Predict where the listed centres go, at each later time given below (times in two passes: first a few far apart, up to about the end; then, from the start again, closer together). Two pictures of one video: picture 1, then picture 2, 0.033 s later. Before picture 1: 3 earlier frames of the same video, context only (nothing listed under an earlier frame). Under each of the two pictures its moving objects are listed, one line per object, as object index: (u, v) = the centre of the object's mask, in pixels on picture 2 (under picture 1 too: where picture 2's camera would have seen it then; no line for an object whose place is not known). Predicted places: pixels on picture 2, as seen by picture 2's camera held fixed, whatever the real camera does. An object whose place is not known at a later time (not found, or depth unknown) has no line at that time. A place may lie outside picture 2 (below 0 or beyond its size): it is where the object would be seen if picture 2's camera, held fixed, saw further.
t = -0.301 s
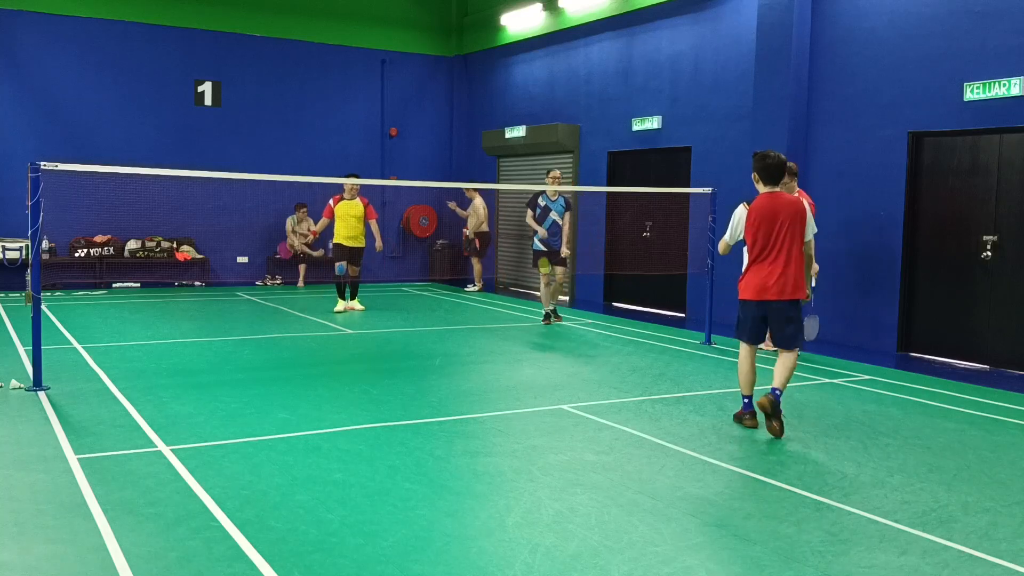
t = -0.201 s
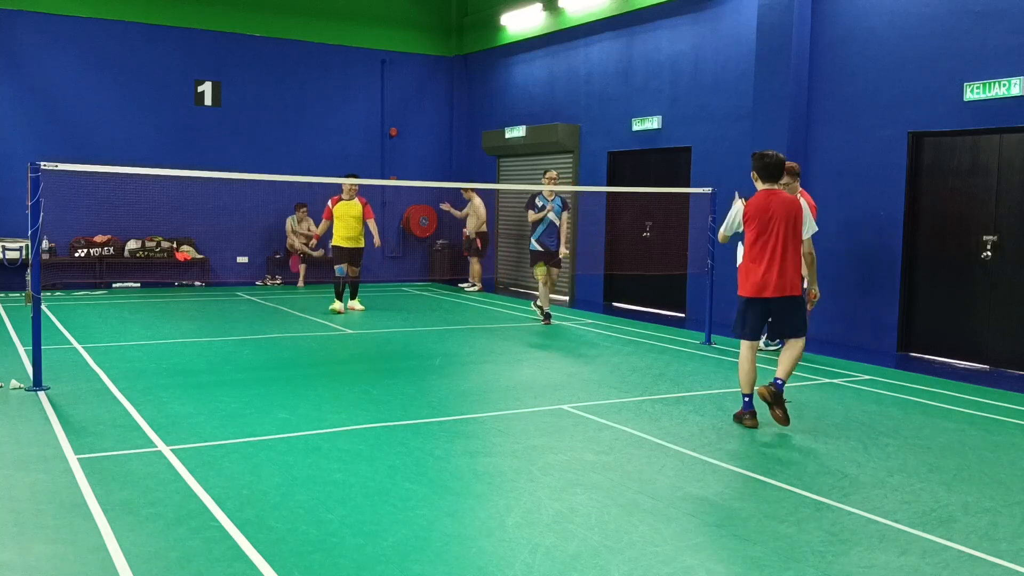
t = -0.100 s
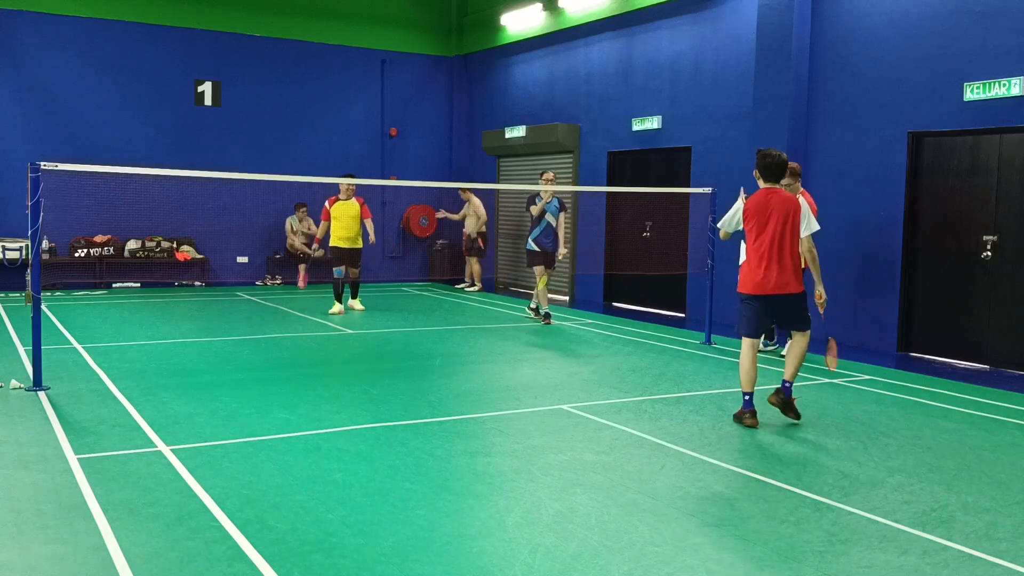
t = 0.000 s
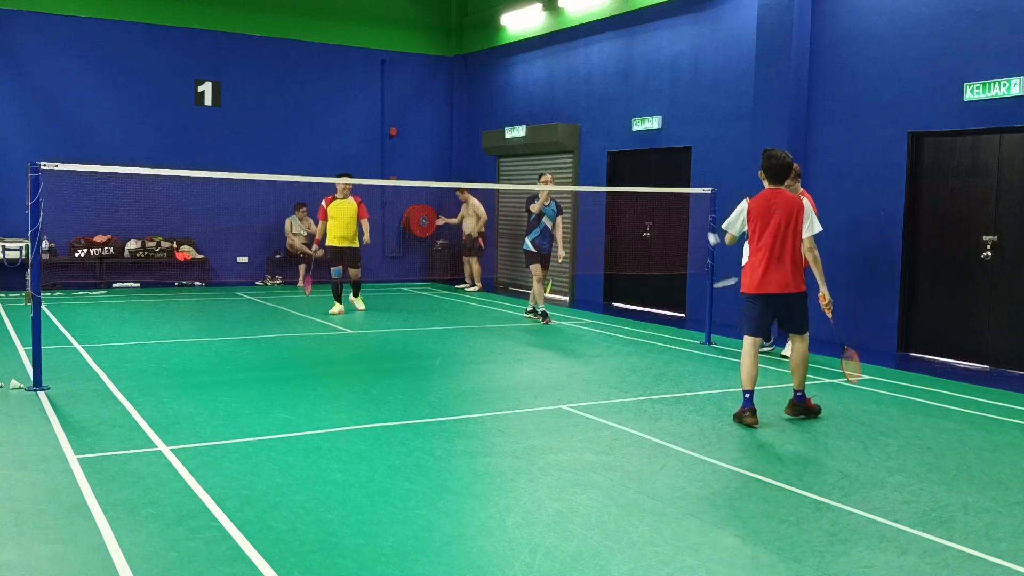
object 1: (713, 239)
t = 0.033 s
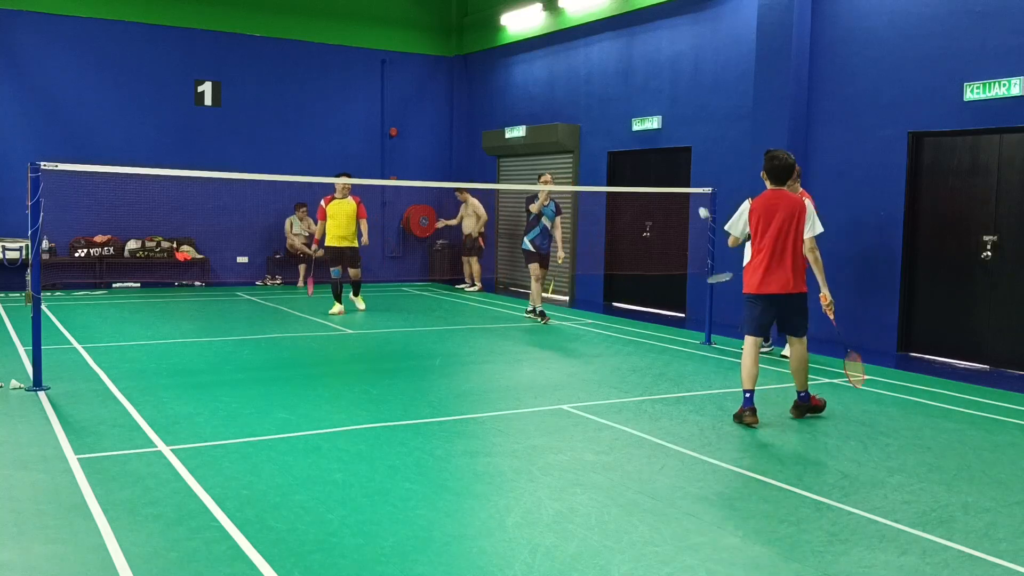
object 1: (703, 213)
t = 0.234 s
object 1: (655, 110)
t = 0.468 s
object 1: (602, 63)
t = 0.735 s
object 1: (548, 80)
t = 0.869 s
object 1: (524, 116)
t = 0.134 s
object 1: (681, 152)
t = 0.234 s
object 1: (655, 110)
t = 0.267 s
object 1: (646, 100)
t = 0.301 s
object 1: (639, 91)
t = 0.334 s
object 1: (631, 83)
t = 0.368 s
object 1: (624, 76)
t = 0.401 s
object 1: (616, 71)
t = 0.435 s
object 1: (609, 66)
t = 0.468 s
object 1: (602, 63)
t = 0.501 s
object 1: (596, 62)
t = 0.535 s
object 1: (588, 61)
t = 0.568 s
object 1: (581, 61)
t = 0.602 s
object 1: (574, 62)
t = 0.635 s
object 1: (567, 65)
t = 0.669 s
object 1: (560, 69)
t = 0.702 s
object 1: (554, 74)
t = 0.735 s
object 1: (548, 80)
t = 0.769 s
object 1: (541, 87)
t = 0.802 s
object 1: (535, 96)
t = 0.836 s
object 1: (529, 106)
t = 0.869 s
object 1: (524, 116)
